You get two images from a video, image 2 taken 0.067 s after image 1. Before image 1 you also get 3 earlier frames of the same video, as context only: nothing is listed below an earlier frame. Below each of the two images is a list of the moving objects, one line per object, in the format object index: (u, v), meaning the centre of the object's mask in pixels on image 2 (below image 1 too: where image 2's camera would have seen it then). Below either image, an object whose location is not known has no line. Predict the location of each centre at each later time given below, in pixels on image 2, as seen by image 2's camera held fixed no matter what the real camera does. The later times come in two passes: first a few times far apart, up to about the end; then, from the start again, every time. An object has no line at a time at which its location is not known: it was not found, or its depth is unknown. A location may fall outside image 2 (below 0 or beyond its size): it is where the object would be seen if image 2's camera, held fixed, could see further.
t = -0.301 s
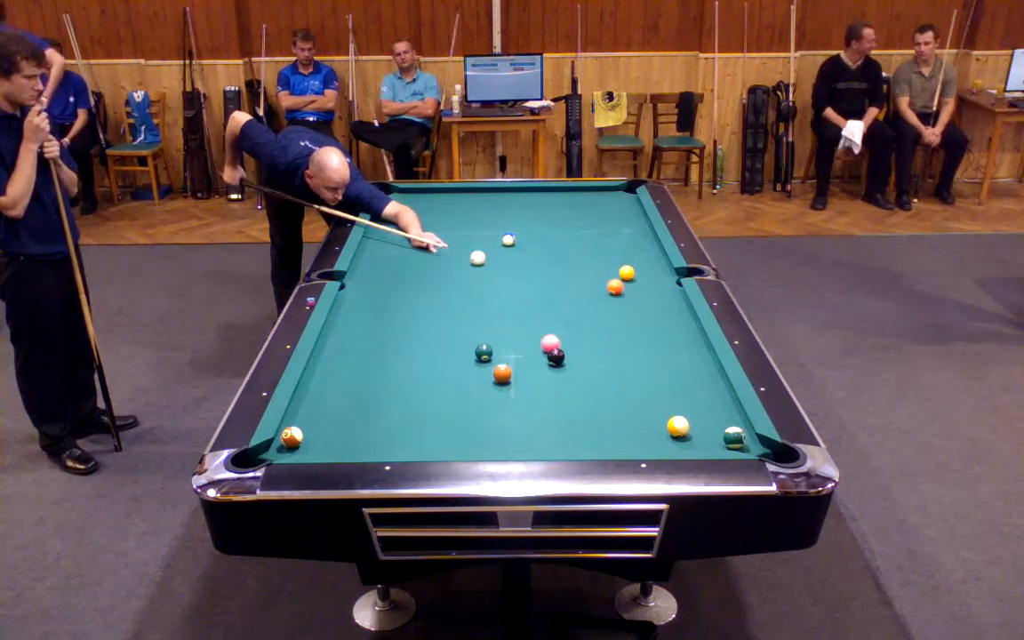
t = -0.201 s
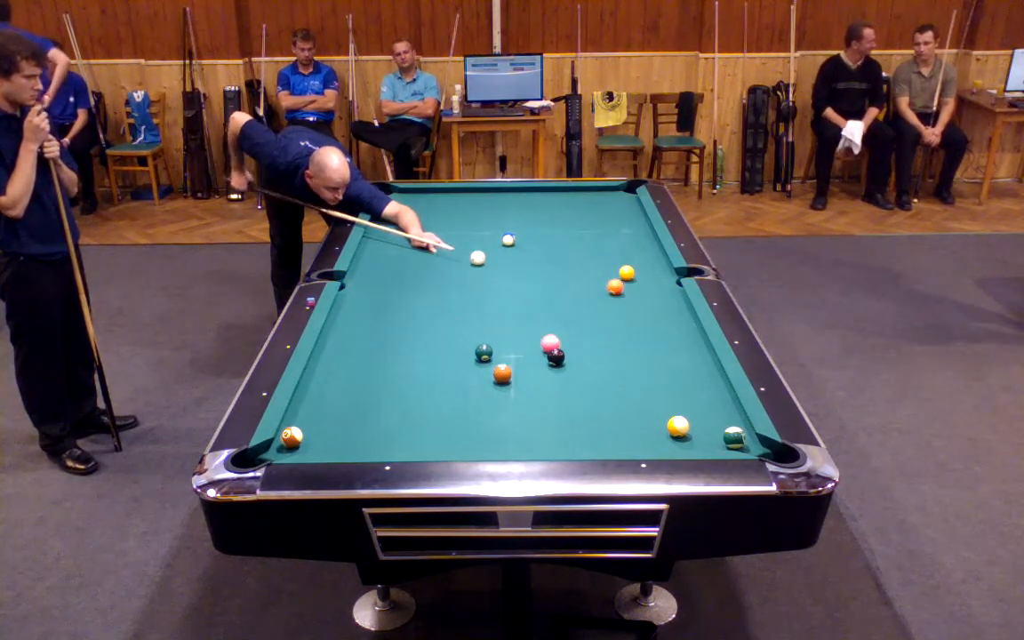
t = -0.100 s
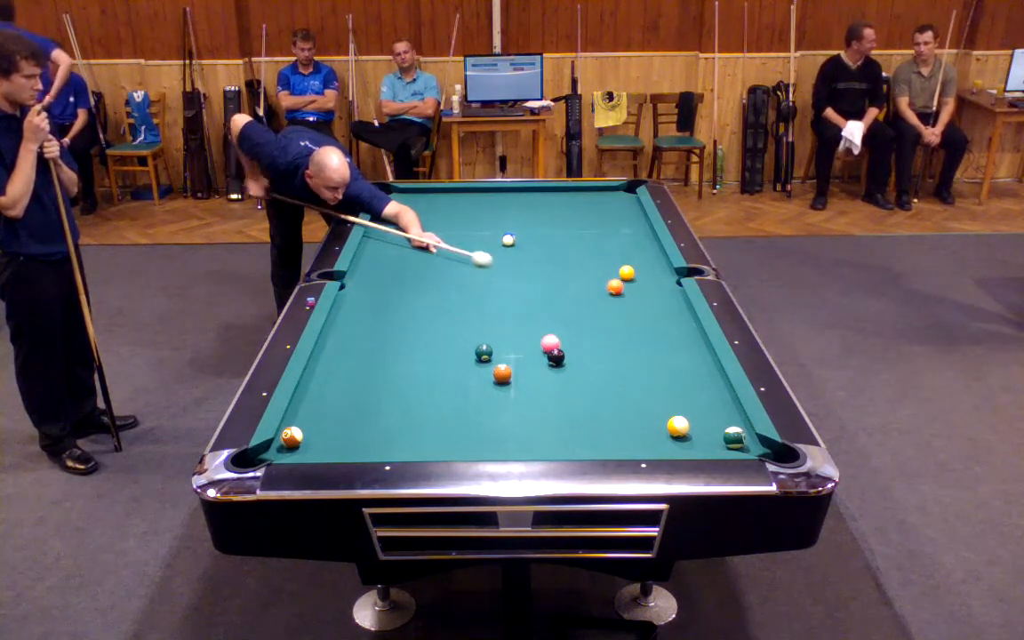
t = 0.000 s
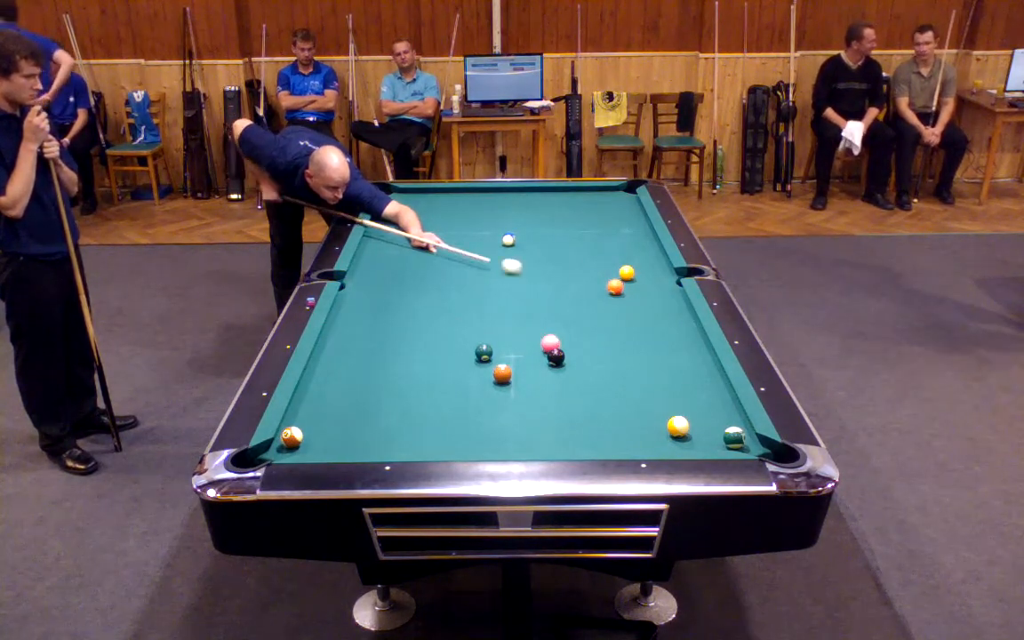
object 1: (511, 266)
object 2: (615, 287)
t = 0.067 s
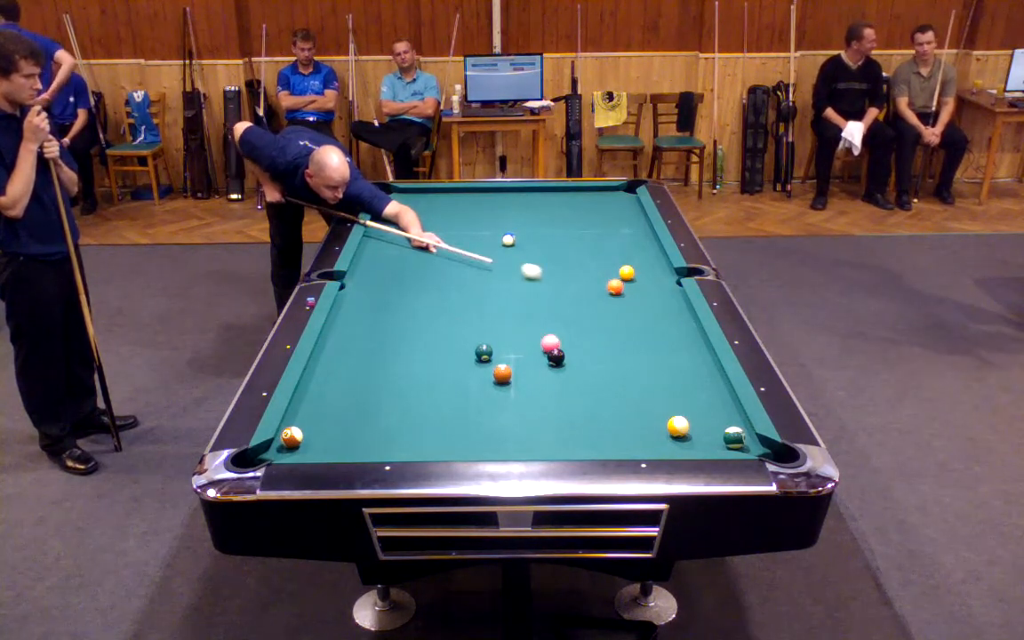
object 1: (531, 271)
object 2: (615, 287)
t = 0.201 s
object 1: (572, 282)
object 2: (615, 287)
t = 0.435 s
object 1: (637, 304)
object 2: (626, 285)
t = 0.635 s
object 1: (692, 328)
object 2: (639, 282)
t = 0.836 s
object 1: (676, 350)
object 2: (652, 279)
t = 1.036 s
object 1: (655, 373)
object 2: (664, 276)
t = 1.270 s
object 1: (629, 402)
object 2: (676, 274)
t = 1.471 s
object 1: (604, 430)
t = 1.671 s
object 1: (571, 440)
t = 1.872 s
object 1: (531, 424)
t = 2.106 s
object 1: (488, 405)
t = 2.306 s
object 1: (456, 390)
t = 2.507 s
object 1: (426, 376)
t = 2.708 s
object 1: (398, 363)
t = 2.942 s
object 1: (369, 350)
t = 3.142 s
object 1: (346, 340)
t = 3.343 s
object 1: (331, 330)
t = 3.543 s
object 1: (348, 323)
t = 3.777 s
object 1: (365, 315)
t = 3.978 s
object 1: (378, 309)
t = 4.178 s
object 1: (391, 303)
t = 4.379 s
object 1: (403, 298)
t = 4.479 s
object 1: (409, 296)
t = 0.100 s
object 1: (541, 274)
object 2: (615, 287)
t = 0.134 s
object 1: (551, 276)
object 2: (615, 287)
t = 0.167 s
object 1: (562, 279)
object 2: (615, 287)
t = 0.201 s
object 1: (572, 282)
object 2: (615, 287)
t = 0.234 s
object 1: (583, 285)
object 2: (615, 287)
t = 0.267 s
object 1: (593, 287)
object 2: (615, 287)
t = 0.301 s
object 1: (603, 290)
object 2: (616, 286)
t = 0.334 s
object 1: (611, 294)
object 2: (620, 284)
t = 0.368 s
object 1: (620, 298)
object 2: (622, 284)
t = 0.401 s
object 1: (628, 301)
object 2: (624, 285)
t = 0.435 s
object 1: (637, 304)
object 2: (626, 285)
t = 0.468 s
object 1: (646, 308)
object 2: (628, 284)
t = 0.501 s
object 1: (654, 312)
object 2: (631, 284)
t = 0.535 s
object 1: (664, 316)
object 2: (633, 283)
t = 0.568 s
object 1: (673, 320)
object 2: (635, 283)
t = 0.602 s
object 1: (683, 324)
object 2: (637, 282)
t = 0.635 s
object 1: (692, 328)
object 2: (639, 282)
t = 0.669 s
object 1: (693, 332)
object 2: (641, 281)
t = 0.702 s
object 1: (689, 335)
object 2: (643, 281)
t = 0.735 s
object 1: (686, 339)
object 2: (646, 280)
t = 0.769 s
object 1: (683, 342)
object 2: (648, 280)
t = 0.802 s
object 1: (679, 346)
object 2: (650, 279)
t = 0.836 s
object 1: (676, 350)
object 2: (652, 279)
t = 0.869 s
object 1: (673, 354)
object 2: (654, 279)
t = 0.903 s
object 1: (669, 357)
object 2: (656, 278)
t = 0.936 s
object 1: (666, 361)
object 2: (658, 278)
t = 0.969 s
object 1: (663, 365)
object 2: (659, 277)
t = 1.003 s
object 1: (659, 369)
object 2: (661, 277)
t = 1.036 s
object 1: (655, 373)
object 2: (664, 276)
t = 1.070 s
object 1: (652, 377)
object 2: (665, 276)
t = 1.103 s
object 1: (648, 381)
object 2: (667, 276)
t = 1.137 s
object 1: (644, 385)
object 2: (669, 275)
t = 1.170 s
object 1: (640, 389)
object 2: (671, 275)
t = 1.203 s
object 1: (637, 393)
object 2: (672, 275)
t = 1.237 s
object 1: (633, 398)
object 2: (674, 274)
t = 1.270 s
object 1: (629, 402)
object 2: (676, 274)
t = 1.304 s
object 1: (625, 406)
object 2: (677, 274)
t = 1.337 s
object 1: (621, 411)
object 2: (680, 274)
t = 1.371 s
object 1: (617, 416)
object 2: (682, 275)
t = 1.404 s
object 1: (613, 421)
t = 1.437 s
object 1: (609, 425)
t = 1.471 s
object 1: (604, 430)
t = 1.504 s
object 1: (600, 435)
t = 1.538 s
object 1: (595, 439)
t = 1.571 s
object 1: (591, 442)
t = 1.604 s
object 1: (586, 445)
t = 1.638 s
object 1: (578, 442)
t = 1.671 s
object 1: (571, 440)
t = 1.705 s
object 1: (564, 438)
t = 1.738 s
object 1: (557, 435)
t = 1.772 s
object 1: (550, 432)
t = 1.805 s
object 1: (543, 429)
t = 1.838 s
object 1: (537, 427)
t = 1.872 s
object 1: (531, 424)
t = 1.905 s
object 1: (524, 421)
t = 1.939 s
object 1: (518, 418)
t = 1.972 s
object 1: (512, 415)
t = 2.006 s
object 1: (506, 412)
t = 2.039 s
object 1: (500, 410)
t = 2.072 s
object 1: (494, 407)
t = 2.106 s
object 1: (488, 405)
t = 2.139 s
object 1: (483, 402)
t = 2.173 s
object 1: (477, 400)
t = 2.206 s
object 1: (472, 397)
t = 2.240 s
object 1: (466, 395)
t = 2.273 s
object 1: (461, 392)
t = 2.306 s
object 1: (456, 390)
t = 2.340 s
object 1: (450, 387)
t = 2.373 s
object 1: (445, 385)
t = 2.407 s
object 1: (440, 383)
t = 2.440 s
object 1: (435, 380)
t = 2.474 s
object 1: (431, 378)
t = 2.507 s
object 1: (426, 376)
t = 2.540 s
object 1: (421, 374)
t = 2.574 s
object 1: (416, 372)
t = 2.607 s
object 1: (412, 370)
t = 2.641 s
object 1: (407, 367)
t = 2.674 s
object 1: (403, 366)
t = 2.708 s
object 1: (398, 363)
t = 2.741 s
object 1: (394, 362)
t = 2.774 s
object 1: (390, 360)
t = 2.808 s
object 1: (386, 358)
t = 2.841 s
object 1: (382, 356)
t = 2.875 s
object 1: (377, 354)
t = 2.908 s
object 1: (373, 352)
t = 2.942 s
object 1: (369, 350)
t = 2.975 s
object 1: (366, 349)
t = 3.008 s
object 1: (362, 347)
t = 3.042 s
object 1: (357, 345)
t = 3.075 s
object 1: (354, 343)
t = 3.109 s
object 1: (350, 342)
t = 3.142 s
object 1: (346, 340)
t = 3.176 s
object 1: (343, 338)
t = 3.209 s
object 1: (339, 337)
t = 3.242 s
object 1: (336, 335)
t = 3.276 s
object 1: (332, 333)
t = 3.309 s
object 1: (329, 332)
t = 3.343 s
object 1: (331, 330)
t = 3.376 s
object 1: (334, 329)
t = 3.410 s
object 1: (337, 328)
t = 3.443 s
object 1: (340, 327)
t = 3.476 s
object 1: (342, 325)
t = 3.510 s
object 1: (345, 324)
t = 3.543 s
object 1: (348, 323)
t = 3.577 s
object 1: (350, 322)
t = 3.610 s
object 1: (353, 320)
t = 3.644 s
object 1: (355, 319)
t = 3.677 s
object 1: (358, 318)
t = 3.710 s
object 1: (360, 317)
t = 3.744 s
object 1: (363, 316)
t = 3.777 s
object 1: (365, 315)
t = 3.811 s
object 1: (367, 314)
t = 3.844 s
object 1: (370, 313)
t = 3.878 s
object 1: (372, 312)
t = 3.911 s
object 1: (374, 311)
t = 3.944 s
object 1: (376, 310)
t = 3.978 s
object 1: (378, 309)
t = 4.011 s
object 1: (381, 308)
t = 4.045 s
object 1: (383, 307)
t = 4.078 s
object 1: (385, 306)
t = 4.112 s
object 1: (387, 305)
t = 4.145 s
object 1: (389, 304)
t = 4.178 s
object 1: (391, 303)
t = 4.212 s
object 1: (393, 303)
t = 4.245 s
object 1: (395, 302)
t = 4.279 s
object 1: (397, 301)
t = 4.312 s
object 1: (399, 300)
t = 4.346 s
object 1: (401, 299)
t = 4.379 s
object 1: (403, 298)
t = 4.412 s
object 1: (405, 298)
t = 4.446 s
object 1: (407, 297)
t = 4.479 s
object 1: (409, 296)
